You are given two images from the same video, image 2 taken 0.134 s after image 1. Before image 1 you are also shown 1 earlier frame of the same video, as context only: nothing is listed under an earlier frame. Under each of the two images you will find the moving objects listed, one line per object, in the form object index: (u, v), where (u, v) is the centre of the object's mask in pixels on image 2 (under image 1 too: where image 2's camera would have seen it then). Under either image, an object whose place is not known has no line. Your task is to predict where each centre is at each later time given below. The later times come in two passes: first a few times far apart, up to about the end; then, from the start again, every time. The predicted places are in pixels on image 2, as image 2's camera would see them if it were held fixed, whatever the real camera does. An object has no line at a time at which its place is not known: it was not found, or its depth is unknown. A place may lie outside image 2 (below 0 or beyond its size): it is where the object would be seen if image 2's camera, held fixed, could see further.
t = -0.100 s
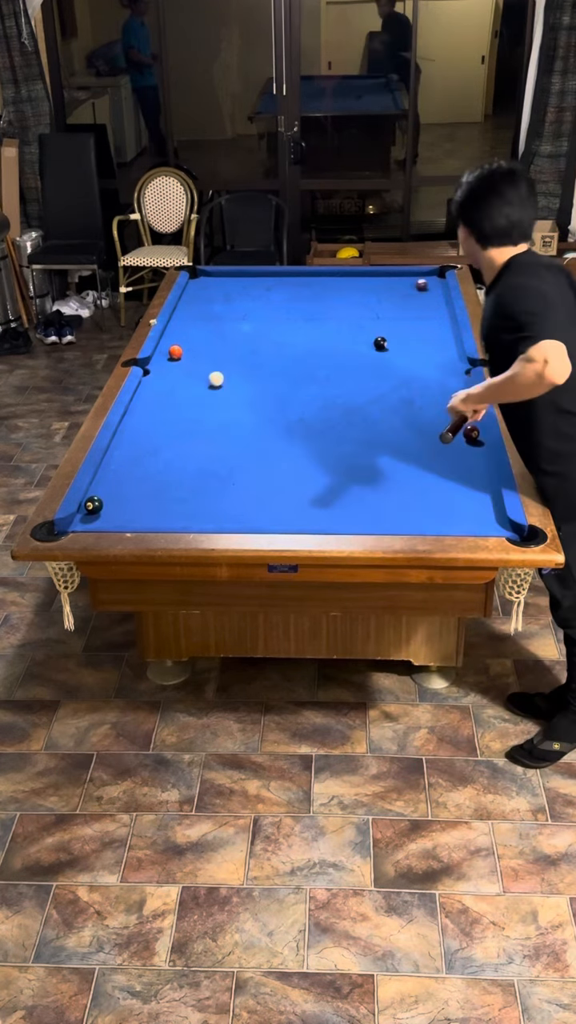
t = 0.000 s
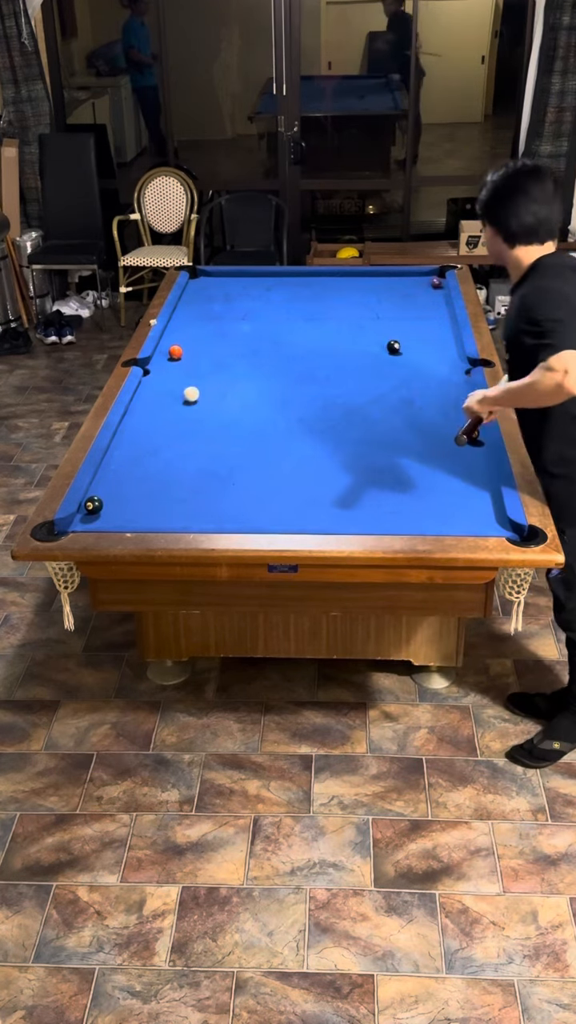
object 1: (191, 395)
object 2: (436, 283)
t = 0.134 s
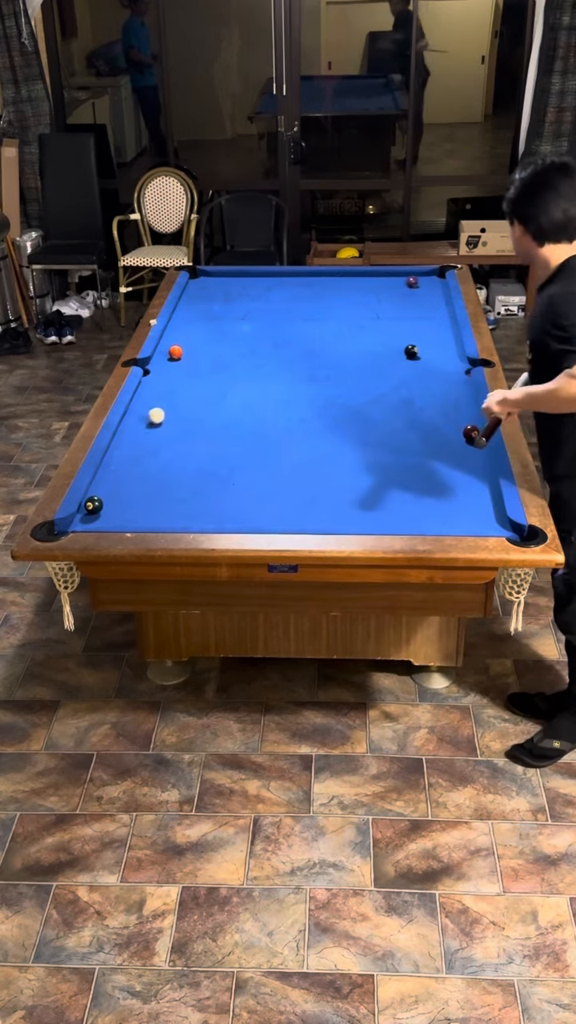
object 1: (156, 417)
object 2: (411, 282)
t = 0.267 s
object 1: (118, 440)
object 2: (392, 281)
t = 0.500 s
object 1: (126, 477)
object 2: (360, 278)
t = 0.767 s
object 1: (131, 520)
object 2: (328, 276)
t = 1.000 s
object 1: (154, 496)
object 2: (302, 275)
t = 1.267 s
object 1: (176, 472)
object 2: (276, 274)
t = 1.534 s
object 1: (194, 452)
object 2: (254, 276)
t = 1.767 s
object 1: (208, 436)
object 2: (236, 276)
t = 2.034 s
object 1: (221, 421)
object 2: (217, 276)
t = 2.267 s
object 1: (230, 409)
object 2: (203, 276)
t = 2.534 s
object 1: (239, 397)
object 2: (196, 276)
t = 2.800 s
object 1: (247, 388)
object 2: (202, 276)
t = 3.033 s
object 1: (253, 380)
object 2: (206, 276)
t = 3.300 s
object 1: (259, 373)
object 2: (207, 276)
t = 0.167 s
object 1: (146, 423)
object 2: (407, 282)
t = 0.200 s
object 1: (137, 429)
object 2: (402, 281)
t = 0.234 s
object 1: (127, 435)
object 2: (397, 281)
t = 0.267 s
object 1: (118, 440)
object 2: (392, 281)
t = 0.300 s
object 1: (120, 445)
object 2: (388, 281)
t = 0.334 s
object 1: (123, 449)
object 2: (383, 280)
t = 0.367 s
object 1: (124, 455)
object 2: (378, 280)
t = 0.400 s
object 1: (124, 460)
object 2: (374, 280)
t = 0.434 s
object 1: (125, 466)
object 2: (369, 279)
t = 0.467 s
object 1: (125, 471)
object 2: (365, 279)
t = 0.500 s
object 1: (126, 477)
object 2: (360, 278)
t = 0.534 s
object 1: (126, 483)
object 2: (356, 278)
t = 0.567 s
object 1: (127, 489)
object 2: (352, 278)
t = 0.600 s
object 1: (127, 495)
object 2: (348, 278)
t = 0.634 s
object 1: (128, 501)
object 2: (344, 277)
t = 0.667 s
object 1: (128, 507)
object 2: (340, 277)
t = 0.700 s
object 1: (129, 513)
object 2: (336, 277)
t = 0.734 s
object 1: (130, 518)
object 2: (332, 277)
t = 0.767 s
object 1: (131, 520)
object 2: (328, 276)
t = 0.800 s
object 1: (135, 517)
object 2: (324, 276)
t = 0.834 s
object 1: (138, 513)
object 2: (320, 276)
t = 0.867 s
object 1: (142, 509)
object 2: (317, 275)
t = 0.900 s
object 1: (145, 506)
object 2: (313, 275)
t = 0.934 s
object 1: (148, 503)
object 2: (309, 275)
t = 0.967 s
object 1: (151, 499)
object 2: (306, 275)
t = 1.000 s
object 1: (154, 496)
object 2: (302, 275)
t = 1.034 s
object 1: (157, 493)
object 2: (299, 274)
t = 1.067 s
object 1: (160, 490)
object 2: (295, 274)
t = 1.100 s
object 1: (163, 487)
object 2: (291, 274)
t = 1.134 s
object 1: (166, 484)
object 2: (288, 274)
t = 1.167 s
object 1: (169, 481)
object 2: (286, 274)
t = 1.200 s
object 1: (171, 478)
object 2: (283, 274)
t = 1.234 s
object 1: (174, 475)
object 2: (279, 274)
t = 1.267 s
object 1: (176, 472)
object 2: (276, 274)
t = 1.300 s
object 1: (179, 469)
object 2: (274, 275)
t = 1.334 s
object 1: (181, 467)
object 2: (271, 275)
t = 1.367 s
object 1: (183, 464)
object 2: (268, 275)
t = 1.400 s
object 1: (186, 461)
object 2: (265, 274)
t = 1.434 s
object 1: (188, 459)
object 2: (262, 275)
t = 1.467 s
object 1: (190, 457)
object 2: (259, 275)
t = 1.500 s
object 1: (192, 454)
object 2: (256, 275)
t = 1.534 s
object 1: (194, 452)
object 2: (254, 276)
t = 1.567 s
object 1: (196, 449)
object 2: (251, 275)
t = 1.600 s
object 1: (198, 447)
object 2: (249, 275)
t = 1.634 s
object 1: (200, 445)
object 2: (245, 275)
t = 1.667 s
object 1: (202, 443)
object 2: (243, 276)
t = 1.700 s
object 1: (204, 440)
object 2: (240, 276)
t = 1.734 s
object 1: (206, 438)
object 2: (238, 276)
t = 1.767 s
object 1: (208, 436)
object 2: (236, 276)
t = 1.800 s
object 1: (209, 434)
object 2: (233, 276)
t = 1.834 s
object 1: (211, 432)
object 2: (231, 276)
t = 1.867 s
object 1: (213, 430)
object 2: (228, 276)
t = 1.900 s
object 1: (214, 428)
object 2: (226, 276)
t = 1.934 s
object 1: (216, 426)
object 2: (224, 276)
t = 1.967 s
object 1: (217, 424)
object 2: (222, 276)
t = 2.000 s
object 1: (219, 422)
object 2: (220, 276)
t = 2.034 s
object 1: (221, 421)
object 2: (217, 276)
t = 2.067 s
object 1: (222, 419)
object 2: (215, 276)
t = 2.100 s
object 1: (223, 417)
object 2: (213, 276)
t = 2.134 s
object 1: (225, 416)
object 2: (211, 276)
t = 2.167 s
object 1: (226, 414)
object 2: (208, 276)
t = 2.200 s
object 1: (227, 412)
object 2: (207, 276)
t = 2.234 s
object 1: (229, 411)
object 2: (205, 276)
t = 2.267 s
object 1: (230, 409)
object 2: (203, 276)
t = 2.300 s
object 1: (231, 408)
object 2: (201, 276)
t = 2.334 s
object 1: (233, 406)
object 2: (199, 276)
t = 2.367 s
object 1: (234, 404)
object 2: (197, 276)
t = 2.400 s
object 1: (235, 403)
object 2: (195, 276)
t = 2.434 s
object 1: (236, 402)
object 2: (194, 277)
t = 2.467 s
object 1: (237, 400)
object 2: (194, 277)
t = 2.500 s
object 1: (238, 399)
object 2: (195, 276)
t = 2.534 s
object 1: (239, 397)
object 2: (196, 276)
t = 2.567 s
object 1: (241, 396)
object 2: (197, 276)
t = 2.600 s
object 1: (241, 395)
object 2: (198, 276)
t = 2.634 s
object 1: (242, 394)
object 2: (199, 276)
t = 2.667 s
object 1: (243, 393)
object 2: (199, 276)
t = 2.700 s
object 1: (244, 392)
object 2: (200, 276)
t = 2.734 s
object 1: (245, 390)
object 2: (201, 276)
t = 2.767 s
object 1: (246, 389)
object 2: (201, 276)
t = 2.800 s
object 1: (247, 388)
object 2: (202, 276)
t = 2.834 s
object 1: (248, 387)
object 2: (203, 276)
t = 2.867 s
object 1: (249, 386)
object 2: (203, 275)
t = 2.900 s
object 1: (250, 385)
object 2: (204, 276)
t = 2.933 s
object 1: (251, 383)
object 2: (204, 276)
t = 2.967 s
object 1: (252, 382)
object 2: (205, 276)
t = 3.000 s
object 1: (252, 382)
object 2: (205, 276)
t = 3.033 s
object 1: (253, 380)
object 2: (206, 276)
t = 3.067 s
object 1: (254, 380)
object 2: (206, 275)
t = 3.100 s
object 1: (255, 379)
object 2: (206, 276)
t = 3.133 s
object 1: (255, 378)
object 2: (206, 276)
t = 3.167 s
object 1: (256, 377)
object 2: (207, 276)
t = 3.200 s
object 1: (257, 376)
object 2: (207, 276)
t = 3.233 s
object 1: (258, 375)
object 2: (207, 276)
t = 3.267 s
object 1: (258, 374)
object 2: (207, 276)
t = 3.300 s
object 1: (259, 373)
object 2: (207, 276)
